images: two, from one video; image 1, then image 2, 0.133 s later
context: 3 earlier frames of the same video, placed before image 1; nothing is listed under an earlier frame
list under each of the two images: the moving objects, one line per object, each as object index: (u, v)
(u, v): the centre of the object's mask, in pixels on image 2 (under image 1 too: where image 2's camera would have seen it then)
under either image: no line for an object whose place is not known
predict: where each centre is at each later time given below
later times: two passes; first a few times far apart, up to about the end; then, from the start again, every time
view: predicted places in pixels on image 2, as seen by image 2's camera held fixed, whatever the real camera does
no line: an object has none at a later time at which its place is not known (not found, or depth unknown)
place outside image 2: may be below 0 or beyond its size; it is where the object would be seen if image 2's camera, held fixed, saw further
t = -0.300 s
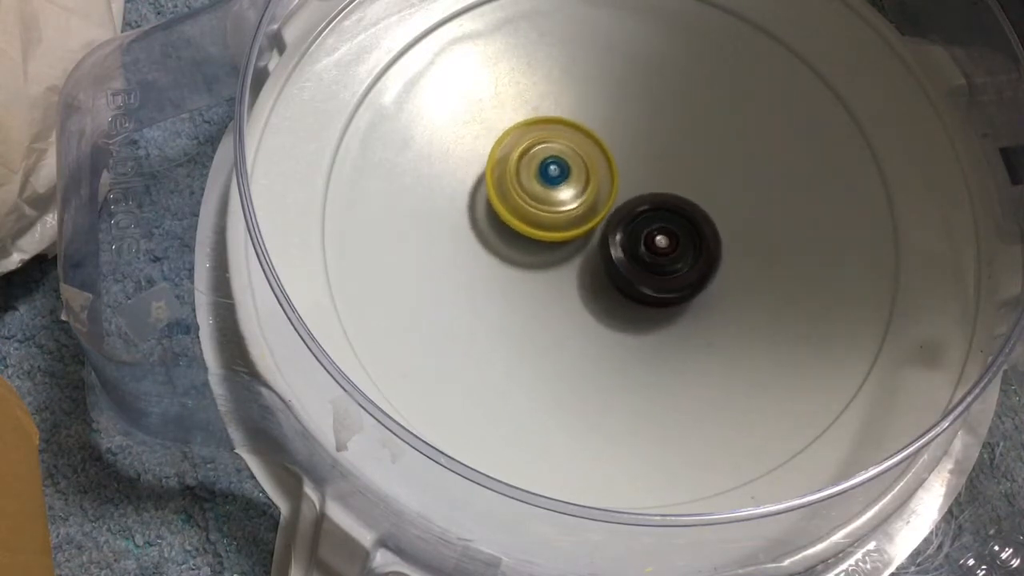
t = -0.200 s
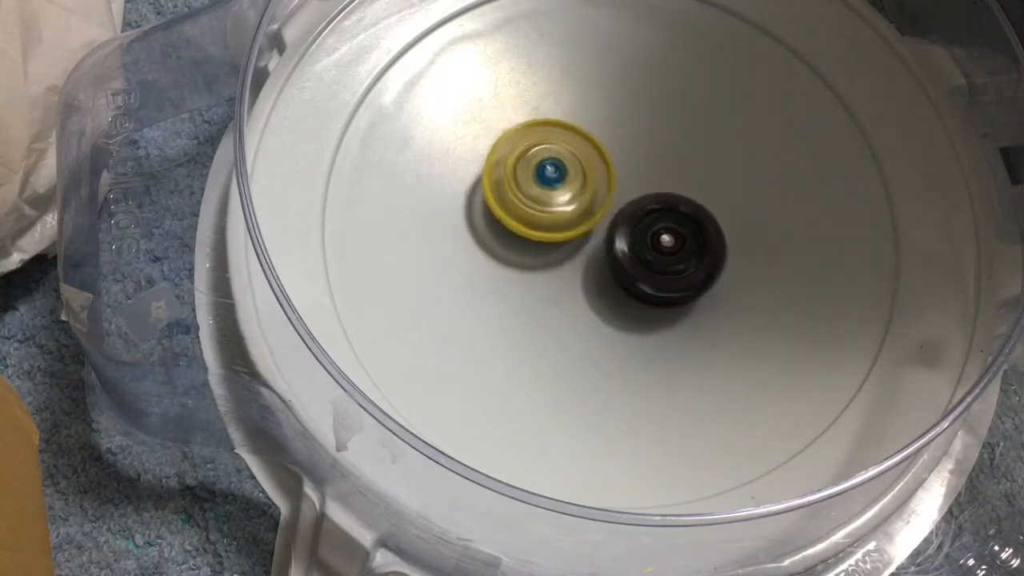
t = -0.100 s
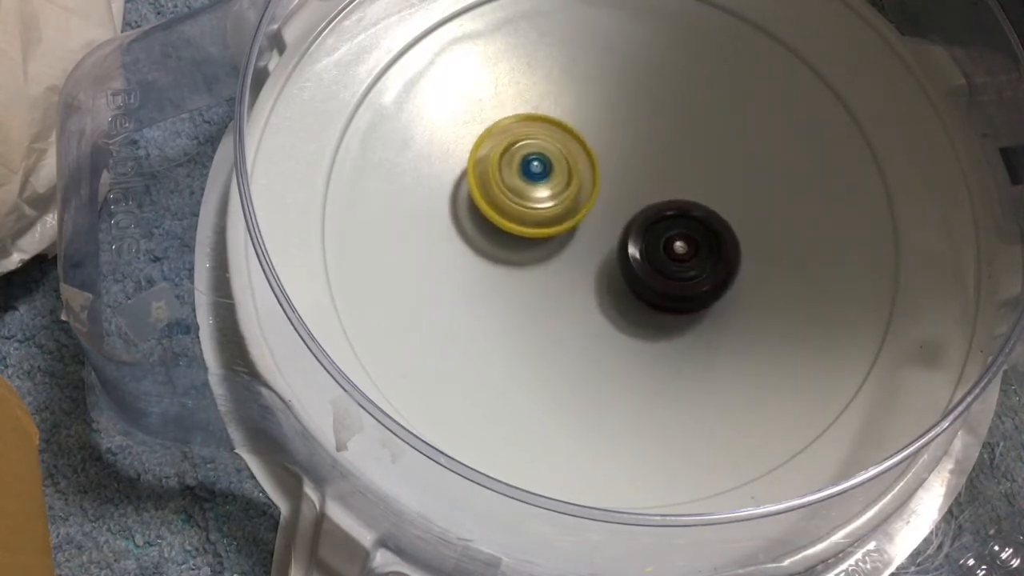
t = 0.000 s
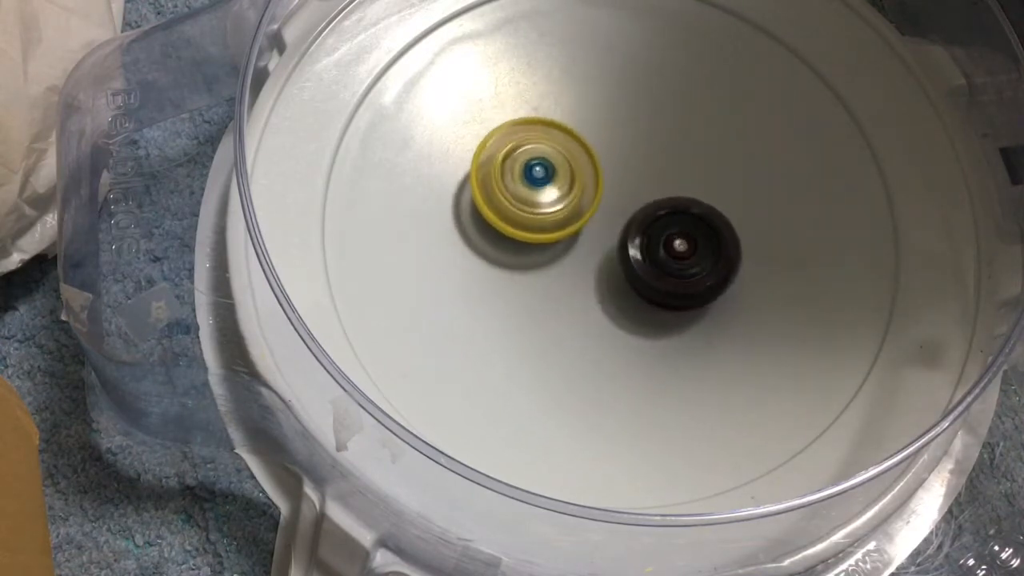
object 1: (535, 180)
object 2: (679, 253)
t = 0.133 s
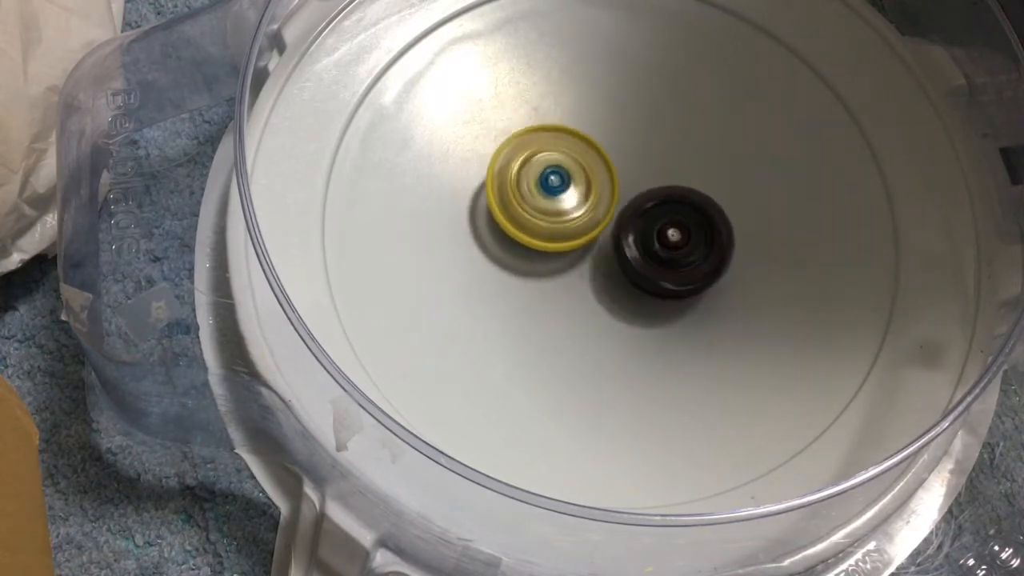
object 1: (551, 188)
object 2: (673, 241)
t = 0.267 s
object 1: (553, 191)
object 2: (676, 237)
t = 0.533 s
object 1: (540, 199)
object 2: (686, 232)
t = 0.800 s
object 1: (544, 206)
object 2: (679, 221)
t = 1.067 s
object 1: (542, 210)
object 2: (673, 219)
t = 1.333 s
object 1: (521, 218)
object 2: (691, 214)
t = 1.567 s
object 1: (524, 218)
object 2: (691, 203)
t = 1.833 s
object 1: (541, 224)
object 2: (669, 202)
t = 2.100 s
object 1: (543, 237)
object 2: (670, 204)
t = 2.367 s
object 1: (538, 249)
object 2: (673, 203)
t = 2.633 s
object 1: (526, 258)
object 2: (681, 199)
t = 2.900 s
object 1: (536, 249)
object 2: (670, 194)
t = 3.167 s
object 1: (550, 244)
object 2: (671, 188)
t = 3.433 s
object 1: (560, 249)
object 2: (671, 188)
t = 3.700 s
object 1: (558, 259)
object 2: (669, 188)
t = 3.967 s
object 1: (554, 268)
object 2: (665, 185)
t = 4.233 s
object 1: (545, 278)
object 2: (669, 178)
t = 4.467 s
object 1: (558, 265)
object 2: (656, 185)
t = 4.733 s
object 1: (552, 284)
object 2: (677, 173)
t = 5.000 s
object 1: (571, 271)
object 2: (659, 181)
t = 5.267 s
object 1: (584, 284)
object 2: (661, 183)
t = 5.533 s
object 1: (579, 289)
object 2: (657, 178)
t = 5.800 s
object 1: (576, 282)
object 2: (643, 179)
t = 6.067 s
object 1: (573, 282)
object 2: (642, 168)
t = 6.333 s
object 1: (580, 282)
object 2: (637, 163)
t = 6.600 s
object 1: (592, 283)
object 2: (629, 165)
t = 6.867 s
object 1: (595, 288)
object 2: (623, 167)
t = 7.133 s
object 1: (600, 301)
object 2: (622, 162)
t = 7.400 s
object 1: (602, 294)
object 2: (621, 167)
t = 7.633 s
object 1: (609, 287)
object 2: (623, 167)
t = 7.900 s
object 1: (611, 296)
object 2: (619, 154)
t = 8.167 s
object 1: (612, 292)
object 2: (611, 157)
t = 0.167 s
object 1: (551, 188)
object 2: (675, 240)
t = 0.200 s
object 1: (550, 188)
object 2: (677, 239)
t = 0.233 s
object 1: (551, 189)
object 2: (677, 238)
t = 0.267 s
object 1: (553, 191)
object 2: (676, 237)
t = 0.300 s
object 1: (549, 190)
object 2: (680, 236)
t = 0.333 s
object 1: (548, 191)
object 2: (681, 237)
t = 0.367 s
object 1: (548, 193)
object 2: (680, 236)
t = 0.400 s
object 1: (549, 195)
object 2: (678, 234)
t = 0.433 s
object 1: (549, 196)
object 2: (677, 232)
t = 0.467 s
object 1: (543, 196)
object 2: (683, 232)
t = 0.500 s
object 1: (541, 197)
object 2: (686, 232)
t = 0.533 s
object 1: (540, 199)
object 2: (686, 232)
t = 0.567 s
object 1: (541, 201)
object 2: (684, 230)
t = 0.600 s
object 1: (543, 202)
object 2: (682, 228)
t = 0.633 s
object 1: (546, 203)
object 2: (679, 226)
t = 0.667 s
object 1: (545, 203)
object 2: (679, 224)
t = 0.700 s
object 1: (542, 203)
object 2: (682, 223)
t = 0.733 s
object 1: (541, 204)
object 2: (683, 223)
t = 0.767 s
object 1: (542, 205)
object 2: (681, 222)
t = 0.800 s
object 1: (544, 206)
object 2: (679, 221)
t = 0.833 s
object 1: (545, 206)
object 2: (677, 220)
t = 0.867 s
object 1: (539, 205)
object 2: (683, 219)
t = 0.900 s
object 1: (535, 205)
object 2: (686, 220)
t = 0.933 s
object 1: (534, 206)
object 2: (686, 220)
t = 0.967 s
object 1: (534, 207)
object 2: (685, 220)
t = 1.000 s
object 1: (536, 208)
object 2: (682, 220)
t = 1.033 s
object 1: (539, 209)
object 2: (678, 220)
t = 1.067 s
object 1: (542, 210)
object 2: (673, 219)
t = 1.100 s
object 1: (531, 209)
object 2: (682, 218)
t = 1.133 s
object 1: (520, 209)
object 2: (690, 218)
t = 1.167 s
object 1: (514, 211)
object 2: (695, 218)
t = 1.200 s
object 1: (512, 214)
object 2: (696, 218)
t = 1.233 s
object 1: (512, 216)
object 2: (696, 218)
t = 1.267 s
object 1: (514, 217)
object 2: (695, 217)
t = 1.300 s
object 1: (517, 218)
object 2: (693, 216)
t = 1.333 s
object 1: (521, 218)
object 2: (691, 214)
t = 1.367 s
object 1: (525, 218)
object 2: (688, 213)
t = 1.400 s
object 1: (530, 217)
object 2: (685, 211)
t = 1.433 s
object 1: (535, 217)
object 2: (681, 210)
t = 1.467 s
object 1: (541, 217)
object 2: (677, 208)
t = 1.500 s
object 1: (541, 216)
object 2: (678, 206)
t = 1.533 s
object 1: (530, 217)
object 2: (687, 203)
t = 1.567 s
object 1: (524, 218)
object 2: (691, 203)
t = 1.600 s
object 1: (522, 220)
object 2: (693, 204)
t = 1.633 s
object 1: (523, 222)
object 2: (691, 205)
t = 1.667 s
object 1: (525, 223)
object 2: (688, 205)
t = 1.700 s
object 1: (528, 224)
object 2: (685, 205)
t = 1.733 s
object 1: (531, 224)
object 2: (681, 204)
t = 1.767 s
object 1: (535, 224)
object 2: (677, 203)
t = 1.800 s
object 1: (539, 224)
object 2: (672, 203)
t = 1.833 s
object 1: (541, 224)
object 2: (669, 202)
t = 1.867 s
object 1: (532, 226)
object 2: (677, 199)
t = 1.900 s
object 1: (527, 228)
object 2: (681, 199)
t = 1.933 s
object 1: (527, 231)
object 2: (682, 200)
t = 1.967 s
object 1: (529, 233)
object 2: (682, 201)
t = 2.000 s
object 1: (531, 235)
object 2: (679, 203)
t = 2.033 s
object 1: (534, 236)
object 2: (676, 203)
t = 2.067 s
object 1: (538, 237)
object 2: (673, 204)
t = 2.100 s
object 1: (543, 237)
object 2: (670, 204)
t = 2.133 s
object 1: (541, 238)
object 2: (671, 202)
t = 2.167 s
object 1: (538, 240)
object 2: (673, 202)
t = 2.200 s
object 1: (538, 242)
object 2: (674, 202)
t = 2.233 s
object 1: (540, 244)
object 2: (673, 203)
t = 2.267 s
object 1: (544, 245)
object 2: (670, 204)
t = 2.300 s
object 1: (544, 245)
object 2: (669, 204)
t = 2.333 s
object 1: (539, 247)
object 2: (672, 203)
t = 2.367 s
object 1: (538, 249)
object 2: (673, 203)
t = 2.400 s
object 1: (539, 251)
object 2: (672, 204)
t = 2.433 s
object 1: (541, 251)
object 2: (670, 205)
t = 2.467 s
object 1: (543, 250)
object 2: (668, 205)
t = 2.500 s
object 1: (545, 250)
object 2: (665, 206)
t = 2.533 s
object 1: (537, 253)
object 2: (671, 202)
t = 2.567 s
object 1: (529, 255)
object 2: (678, 200)
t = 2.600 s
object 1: (527, 257)
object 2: (680, 199)
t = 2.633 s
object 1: (526, 258)
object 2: (681, 199)
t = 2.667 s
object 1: (527, 258)
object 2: (680, 199)
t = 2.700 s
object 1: (528, 258)
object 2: (679, 199)
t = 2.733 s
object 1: (531, 256)
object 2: (676, 199)
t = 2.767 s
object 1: (534, 254)
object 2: (673, 199)
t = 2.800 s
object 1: (538, 251)
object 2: (670, 199)
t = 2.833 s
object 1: (541, 248)
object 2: (666, 199)
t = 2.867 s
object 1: (544, 246)
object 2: (663, 199)
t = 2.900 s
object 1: (536, 249)
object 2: (670, 194)
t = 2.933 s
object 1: (530, 250)
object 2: (676, 190)
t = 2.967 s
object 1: (529, 250)
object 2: (679, 189)
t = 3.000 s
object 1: (531, 251)
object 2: (680, 189)
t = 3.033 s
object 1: (532, 250)
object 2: (680, 189)
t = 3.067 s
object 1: (536, 250)
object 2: (678, 189)
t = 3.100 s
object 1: (540, 248)
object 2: (676, 188)
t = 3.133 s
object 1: (545, 247)
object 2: (674, 188)
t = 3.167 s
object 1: (550, 244)
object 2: (671, 188)
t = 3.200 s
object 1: (553, 243)
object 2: (668, 188)
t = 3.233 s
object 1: (546, 245)
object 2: (675, 184)
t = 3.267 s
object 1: (543, 248)
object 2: (679, 182)
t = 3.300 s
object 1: (544, 250)
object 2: (679, 183)
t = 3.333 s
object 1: (548, 252)
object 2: (679, 184)
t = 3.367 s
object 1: (552, 252)
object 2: (677, 185)
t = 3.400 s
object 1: (556, 251)
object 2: (674, 187)
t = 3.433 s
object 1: (560, 249)
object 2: (671, 188)
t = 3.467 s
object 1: (555, 254)
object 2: (675, 184)
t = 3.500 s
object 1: (551, 258)
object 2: (680, 182)
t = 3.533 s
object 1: (550, 260)
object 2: (681, 182)
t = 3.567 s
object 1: (551, 261)
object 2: (681, 183)
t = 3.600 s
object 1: (552, 262)
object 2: (679, 184)
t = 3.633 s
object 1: (554, 262)
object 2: (676, 185)
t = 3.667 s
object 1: (556, 261)
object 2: (672, 187)
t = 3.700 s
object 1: (558, 259)
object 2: (669, 188)
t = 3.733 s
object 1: (560, 258)
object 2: (665, 190)
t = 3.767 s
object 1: (553, 263)
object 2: (669, 185)
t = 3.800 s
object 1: (548, 267)
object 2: (672, 182)
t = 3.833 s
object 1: (547, 269)
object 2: (674, 181)
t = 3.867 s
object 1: (547, 270)
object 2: (674, 182)
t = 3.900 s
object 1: (549, 270)
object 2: (672, 183)
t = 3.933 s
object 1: (551, 270)
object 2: (669, 184)
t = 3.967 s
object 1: (554, 268)
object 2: (665, 185)
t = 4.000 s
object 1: (556, 265)
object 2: (662, 186)
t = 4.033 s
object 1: (558, 263)
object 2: (659, 187)
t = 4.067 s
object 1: (552, 267)
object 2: (663, 182)
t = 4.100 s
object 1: (544, 273)
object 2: (668, 177)
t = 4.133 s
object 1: (541, 276)
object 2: (671, 176)
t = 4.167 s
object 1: (541, 278)
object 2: (671, 176)
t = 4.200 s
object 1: (543, 279)
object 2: (671, 177)
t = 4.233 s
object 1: (545, 278)
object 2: (669, 178)
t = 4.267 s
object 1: (547, 276)
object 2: (667, 179)
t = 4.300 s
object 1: (549, 274)
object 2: (664, 180)
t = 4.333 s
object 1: (552, 271)
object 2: (661, 182)
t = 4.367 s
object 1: (556, 268)
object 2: (658, 183)
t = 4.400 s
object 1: (559, 265)
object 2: (655, 186)
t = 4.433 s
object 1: (558, 265)
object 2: (655, 185)
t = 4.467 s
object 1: (558, 265)
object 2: (656, 185)
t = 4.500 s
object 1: (560, 265)
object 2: (656, 187)
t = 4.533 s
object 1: (554, 272)
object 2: (663, 180)
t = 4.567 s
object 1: (546, 279)
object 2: (671, 175)
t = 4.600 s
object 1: (545, 284)
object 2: (675, 172)
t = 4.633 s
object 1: (547, 285)
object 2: (678, 172)
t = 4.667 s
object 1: (548, 285)
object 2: (679, 173)
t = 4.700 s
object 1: (550, 285)
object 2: (678, 173)
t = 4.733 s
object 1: (552, 284)
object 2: (677, 173)
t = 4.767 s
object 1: (555, 282)
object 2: (676, 174)
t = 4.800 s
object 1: (557, 280)
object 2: (673, 175)
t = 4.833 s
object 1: (559, 278)
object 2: (671, 176)
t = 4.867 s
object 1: (562, 276)
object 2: (668, 177)
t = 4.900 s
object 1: (566, 273)
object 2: (665, 179)
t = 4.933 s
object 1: (569, 269)
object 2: (661, 182)
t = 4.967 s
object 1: (570, 269)
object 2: (660, 182)
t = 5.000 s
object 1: (571, 271)
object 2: (659, 181)
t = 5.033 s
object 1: (574, 272)
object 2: (659, 183)
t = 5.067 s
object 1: (575, 274)
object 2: (660, 183)
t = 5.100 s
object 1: (576, 277)
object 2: (660, 183)
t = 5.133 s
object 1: (575, 283)
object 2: (663, 180)
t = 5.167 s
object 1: (577, 285)
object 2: (664, 180)
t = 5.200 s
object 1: (579, 285)
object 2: (664, 180)
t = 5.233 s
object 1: (581, 285)
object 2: (663, 181)
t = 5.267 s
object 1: (584, 284)
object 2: (661, 183)
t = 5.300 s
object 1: (585, 281)
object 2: (660, 184)
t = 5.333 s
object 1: (585, 281)
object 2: (659, 183)
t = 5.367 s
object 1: (585, 282)
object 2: (658, 183)
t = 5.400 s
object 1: (582, 285)
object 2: (659, 181)
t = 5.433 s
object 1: (579, 289)
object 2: (660, 178)
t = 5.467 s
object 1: (580, 291)
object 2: (659, 177)
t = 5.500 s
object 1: (580, 290)
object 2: (659, 177)
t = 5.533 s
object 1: (579, 289)
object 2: (657, 178)
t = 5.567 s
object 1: (580, 288)
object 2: (654, 179)
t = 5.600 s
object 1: (581, 285)
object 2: (651, 180)
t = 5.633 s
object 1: (581, 284)
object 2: (648, 181)
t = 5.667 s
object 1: (577, 286)
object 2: (648, 178)
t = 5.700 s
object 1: (576, 286)
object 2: (647, 177)
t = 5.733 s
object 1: (577, 284)
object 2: (646, 177)
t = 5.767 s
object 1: (577, 282)
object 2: (644, 179)
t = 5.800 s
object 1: (576, 282)
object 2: (643, 179)
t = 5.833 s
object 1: (575, 281)
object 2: (642, 178)
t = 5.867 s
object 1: (574, 282)
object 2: (642, 177)
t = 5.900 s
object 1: (575, 282)
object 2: (642, 177)
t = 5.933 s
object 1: (575, 280)
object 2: (641, 178)
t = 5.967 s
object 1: (575, 280)
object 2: (641, 176)
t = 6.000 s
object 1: (576, 279)
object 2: (640, 175)
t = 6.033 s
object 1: (575, 282)
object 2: (642, 171)
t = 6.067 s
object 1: (573, 282)
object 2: (642, 168)
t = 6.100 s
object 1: (575, 283)
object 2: (643, 168)
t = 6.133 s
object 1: (577, 281)
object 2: (642, 168)
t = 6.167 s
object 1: (578, 279)
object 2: (640, 168)
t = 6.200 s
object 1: (579, 277)
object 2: (637, 168)
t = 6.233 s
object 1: (578, 278)
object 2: (637, 166)
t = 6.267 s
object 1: (577, 282)
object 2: (637, 162)
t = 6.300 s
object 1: (578, 282)
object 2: (637, 162)
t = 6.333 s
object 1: (580, 282)
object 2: (637, 163)
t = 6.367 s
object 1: (583, 280)
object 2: (635, 164)
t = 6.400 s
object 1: (584, 277)
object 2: (633, 165)
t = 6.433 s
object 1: (585, 277)
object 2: (631, 165)
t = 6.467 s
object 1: (585, 277)
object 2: (631, 165)
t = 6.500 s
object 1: (586, 282)
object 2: (631, 162)
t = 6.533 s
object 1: (588, 284)
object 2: (631, 162)
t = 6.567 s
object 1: (590, 284)
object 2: (631, 163)
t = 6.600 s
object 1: (592, 283)
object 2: (629, 165)
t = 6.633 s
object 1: (592, 286)
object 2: (628, 164)
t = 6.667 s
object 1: (591, 291)
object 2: (628, 159)
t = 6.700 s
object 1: (591, 294)
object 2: (628, 158)
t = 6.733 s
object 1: (594, 295)
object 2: (629, 159)
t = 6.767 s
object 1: (594, 294)
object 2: (628, 160)
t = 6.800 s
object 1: (594, 293)
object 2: (626, 162)
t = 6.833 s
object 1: (595, 291)
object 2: (624, 165)
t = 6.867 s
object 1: (595, 288)
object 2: (623, 167)
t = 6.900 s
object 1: (595, 288)
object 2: (621, 169)
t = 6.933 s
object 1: (596, 290)
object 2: (620, 168)
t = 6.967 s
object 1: (597, 290)
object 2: (620, 170)
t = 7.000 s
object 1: (599, 290)
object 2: (620, 171)
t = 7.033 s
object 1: (598, 297)
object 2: (620, 166)
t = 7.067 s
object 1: (598, 301)
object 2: (620, 162)
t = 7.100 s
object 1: (600, 301)
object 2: (621, 162)
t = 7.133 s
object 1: (600, 301)
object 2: (622, 162)
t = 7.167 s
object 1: (601, 300)
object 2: (622, 164)
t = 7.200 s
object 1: (601, 297)
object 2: (621, 166)
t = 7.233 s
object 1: (601, 295)
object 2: (621, 168)
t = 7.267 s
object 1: (601, 293)
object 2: (620, 170)
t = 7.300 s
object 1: (601, 292)
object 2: (619, 172)
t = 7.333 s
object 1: (600, 296)
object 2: (620, 168)
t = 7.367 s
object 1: (601, 296)
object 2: (620, 166)
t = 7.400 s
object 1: (602, 294)
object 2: (621, 167)
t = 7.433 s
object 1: (604, 293)
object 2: (622, 167)
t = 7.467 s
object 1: (605, 289)
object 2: (622, 169)
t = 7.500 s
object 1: (605, 291)
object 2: (622, 167)
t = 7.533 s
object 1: (604, 292)
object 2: (622, 165)
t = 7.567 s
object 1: (607, 291)
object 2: (624, 165)
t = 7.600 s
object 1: (608, 288)
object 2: (624, 166)
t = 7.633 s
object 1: (609, 287)
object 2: (623, 167)
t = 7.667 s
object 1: (609, 289)
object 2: (622, 164)
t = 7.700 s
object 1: (610, 290)
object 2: (622, 162)
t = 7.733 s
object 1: (611, 289)
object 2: (623, 162)
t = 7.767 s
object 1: (611, 288)
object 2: (622, 162)
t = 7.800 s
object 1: (612, 286)
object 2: (621, 163)
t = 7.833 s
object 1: (611, 285)
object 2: (621, 164)
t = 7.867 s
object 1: (611, 293)
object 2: (620, 157)
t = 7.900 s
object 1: (611, 296)
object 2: (619, 154)
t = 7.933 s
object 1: (611, 297)
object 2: (620, 153)
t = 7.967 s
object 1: (613, 296)
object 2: (619, 153)
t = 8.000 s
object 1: (613, 295)
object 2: (618, 154)
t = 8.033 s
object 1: (613, 293)
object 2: (616, 155)
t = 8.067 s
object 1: (613, 290)
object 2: (615, 158)
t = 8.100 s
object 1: (612, 288)
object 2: (613, 160)
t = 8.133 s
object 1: (613, 285)
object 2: (612, 163)
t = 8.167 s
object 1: (612, 292)
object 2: (611, 157)
